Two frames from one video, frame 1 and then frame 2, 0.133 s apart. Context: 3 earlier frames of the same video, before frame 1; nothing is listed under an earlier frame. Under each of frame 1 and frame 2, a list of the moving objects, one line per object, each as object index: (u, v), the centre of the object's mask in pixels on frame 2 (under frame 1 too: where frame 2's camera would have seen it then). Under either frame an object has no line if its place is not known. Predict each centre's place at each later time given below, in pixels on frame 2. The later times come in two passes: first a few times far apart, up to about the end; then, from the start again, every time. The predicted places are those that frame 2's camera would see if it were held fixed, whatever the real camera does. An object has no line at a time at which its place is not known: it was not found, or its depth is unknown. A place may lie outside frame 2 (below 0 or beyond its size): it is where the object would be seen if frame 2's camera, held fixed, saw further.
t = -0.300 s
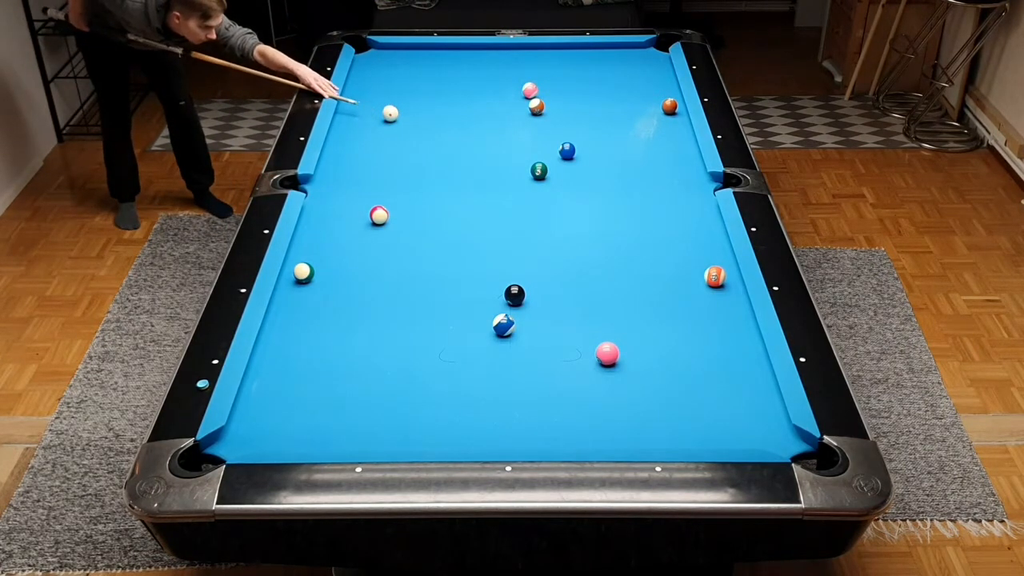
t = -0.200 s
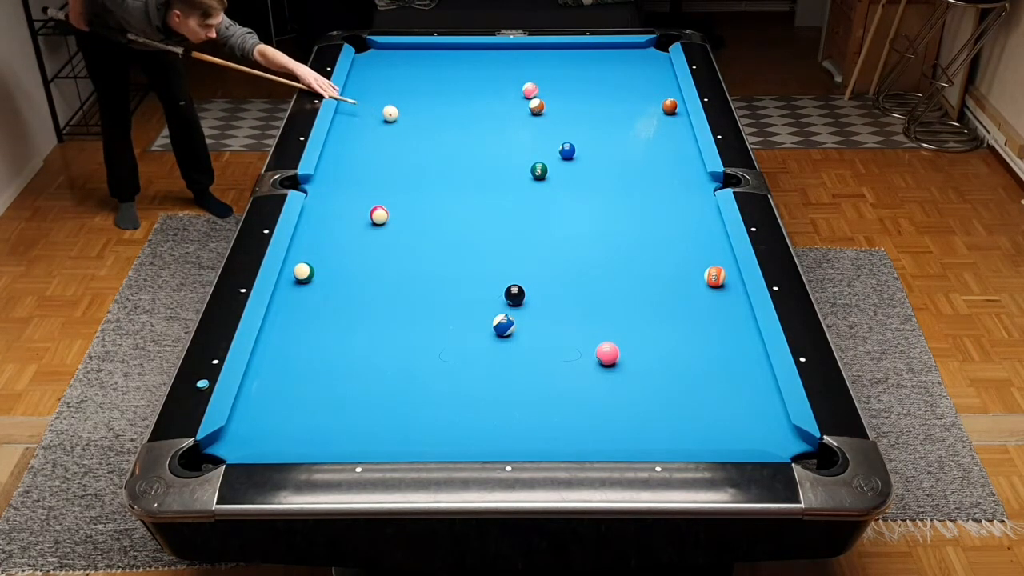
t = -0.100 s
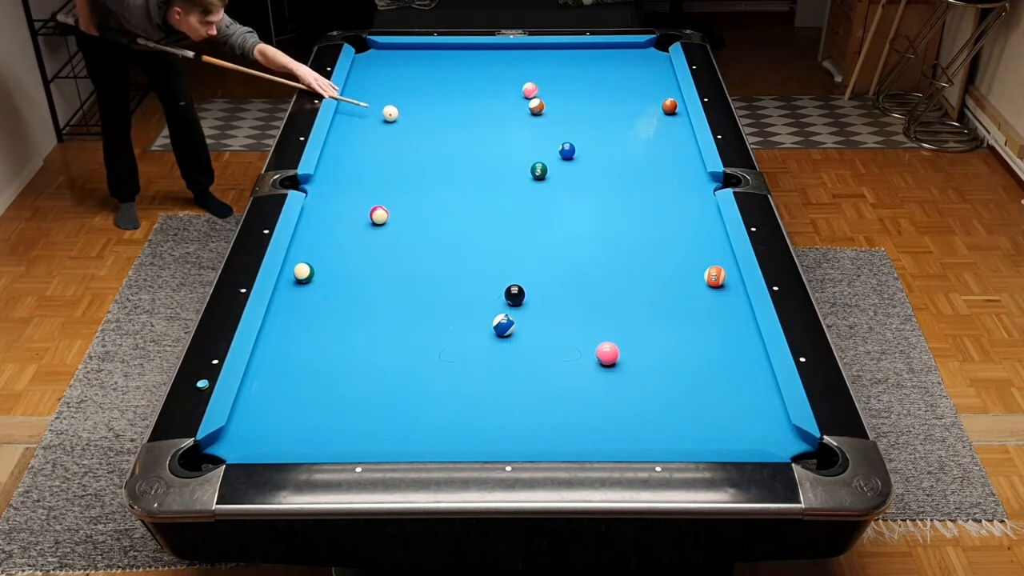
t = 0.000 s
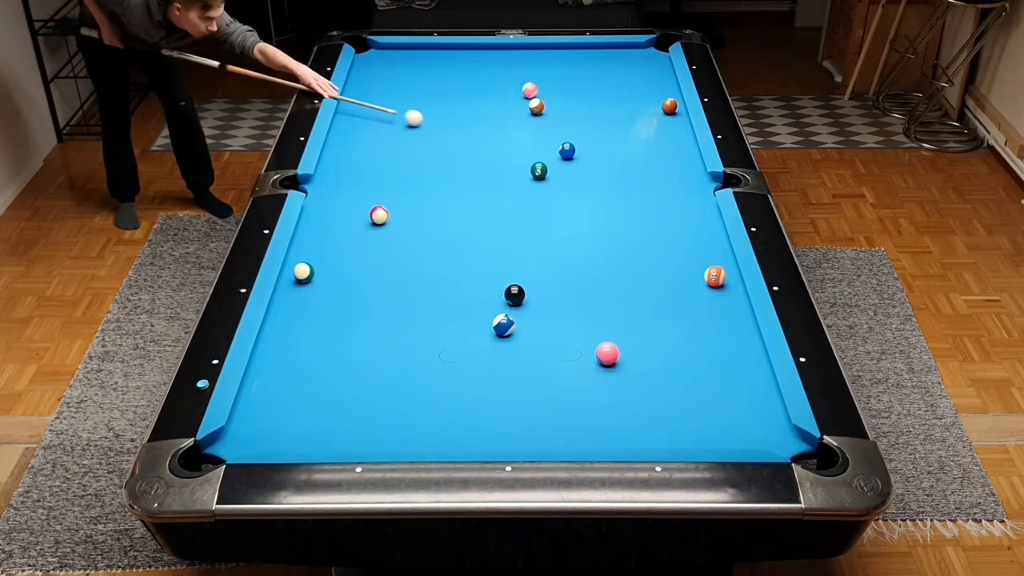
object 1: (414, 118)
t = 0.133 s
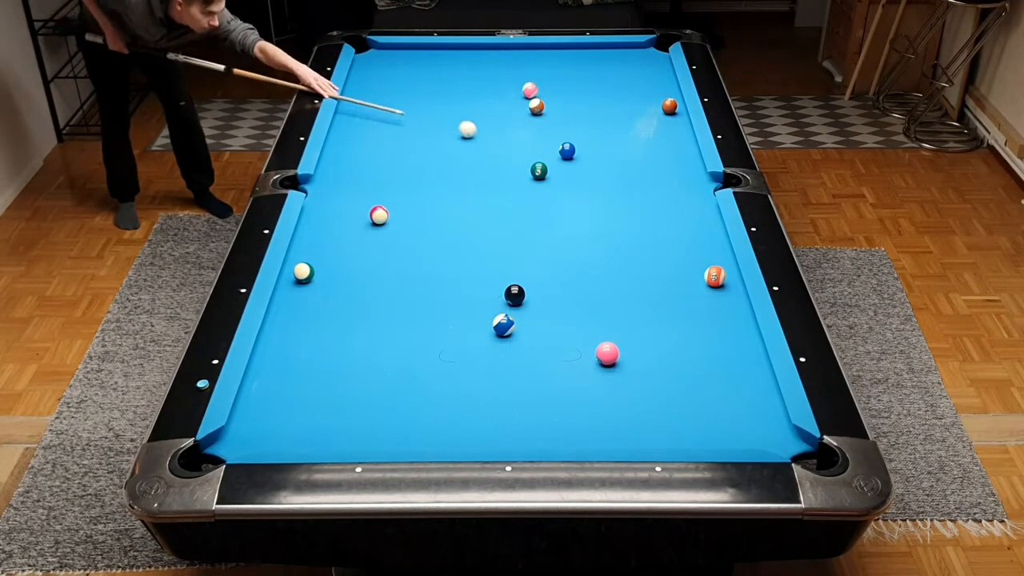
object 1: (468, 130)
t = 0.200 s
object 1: (493, 135)
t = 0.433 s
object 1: (556, 146)
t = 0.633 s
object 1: (577, 147)
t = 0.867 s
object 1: (602, 148)
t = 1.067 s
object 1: (623, 149)
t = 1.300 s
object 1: (646, 150)
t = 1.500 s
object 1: (665, 151)
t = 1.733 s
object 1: (686, 152)
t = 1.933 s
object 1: (686, 153)
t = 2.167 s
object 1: (676, 154)
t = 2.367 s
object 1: (668, 154)
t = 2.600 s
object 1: (660, 155)
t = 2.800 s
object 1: (654, 155)
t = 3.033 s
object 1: (648, 156)
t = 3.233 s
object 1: (644, 156)
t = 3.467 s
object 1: (641, 156)
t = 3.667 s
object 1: (638, 156)
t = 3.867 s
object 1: (637, 156)
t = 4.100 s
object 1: (637, 156)
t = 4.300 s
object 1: (637, 156)
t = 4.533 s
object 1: (637, 155)
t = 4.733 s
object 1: (637, 156)
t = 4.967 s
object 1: (637, 156)
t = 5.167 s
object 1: (637, 155)
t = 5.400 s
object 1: (637, 155)
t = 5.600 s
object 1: (637, 155)
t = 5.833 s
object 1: (637, 155)
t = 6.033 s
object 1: (637, 155)
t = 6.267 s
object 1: (637, 155)
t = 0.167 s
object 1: (480, 132)
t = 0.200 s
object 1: (493, 135)
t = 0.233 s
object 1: (506, 137)
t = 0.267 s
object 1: (519, 140)
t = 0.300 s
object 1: (532, 143)
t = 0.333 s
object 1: (545, 145)
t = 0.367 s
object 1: (553, 147)
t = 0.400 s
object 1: (555, 146)
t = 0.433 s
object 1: (556, 146)
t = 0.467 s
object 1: (559, 146)
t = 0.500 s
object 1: (562, 146)
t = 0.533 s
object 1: (566, 146)
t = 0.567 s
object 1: (570, 146)
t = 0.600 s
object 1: (573, 147)
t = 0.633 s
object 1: (577, 147)
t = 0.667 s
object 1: (581, 147)
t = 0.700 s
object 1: (584, 147)
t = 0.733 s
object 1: (588, 147)
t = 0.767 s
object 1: (591, 148)
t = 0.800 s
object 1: (595, 148)
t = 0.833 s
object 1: (599, 148)
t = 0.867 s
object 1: (602, 148)
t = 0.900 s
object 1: (606, 148)
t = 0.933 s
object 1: (609, 149)
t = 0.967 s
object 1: (613, 149)
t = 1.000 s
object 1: (616, 149)
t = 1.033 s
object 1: (619, 149)
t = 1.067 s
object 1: (623, 149)
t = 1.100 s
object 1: (626, 149)
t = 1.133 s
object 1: (630, 150)
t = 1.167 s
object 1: (633, 150)
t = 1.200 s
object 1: (636, 150)
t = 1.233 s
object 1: (639, 150)
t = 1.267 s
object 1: (643, 150)
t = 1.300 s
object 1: (646, 150)
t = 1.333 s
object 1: (649, 151)
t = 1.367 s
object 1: (653, 151)
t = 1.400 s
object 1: (656, 151)
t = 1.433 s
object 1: (659, 151)
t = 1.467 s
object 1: (662, 151)
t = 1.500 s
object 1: (665, 151)
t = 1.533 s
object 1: (668, 151)
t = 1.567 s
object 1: (671, 152)
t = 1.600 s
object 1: (674, 152)
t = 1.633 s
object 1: (677, 152)
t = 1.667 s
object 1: (680, 152)
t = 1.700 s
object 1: (683, 152)
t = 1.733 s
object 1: (686, 152)
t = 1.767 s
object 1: (689, 152)
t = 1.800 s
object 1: (692, 152)
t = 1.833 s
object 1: (691, 153)
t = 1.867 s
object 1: (689, 153)
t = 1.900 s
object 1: (688, 153)
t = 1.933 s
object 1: (686, 153)
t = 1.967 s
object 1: (684, 153)
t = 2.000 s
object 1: (683, 153)
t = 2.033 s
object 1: (682, 153)
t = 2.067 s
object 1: (680, 153)
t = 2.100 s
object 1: (679, 153)
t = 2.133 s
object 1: (677, 153)
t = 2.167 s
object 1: (676, 154)
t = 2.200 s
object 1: (675, 154)
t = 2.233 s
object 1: (673, 154)
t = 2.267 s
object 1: (672, 154)
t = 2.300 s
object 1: (671, 154)
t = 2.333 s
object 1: (669, 154)
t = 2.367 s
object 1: (668, 154)
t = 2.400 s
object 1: (667, 154)
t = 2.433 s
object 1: (666, 154)
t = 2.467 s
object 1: (665, 154)
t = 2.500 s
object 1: (664, 154)
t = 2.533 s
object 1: (662, 154)
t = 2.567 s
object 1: (661, 155)
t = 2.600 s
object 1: (660, 155)
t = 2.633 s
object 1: (659, 155)
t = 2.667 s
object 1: (658, 155)
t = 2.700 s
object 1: (657, 155)
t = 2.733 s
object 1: (656, 155)
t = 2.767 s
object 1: (655, 155)
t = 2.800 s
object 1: (654, 155)
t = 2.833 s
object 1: (653, 155)
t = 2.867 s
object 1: (652, 155)
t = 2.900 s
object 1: (651, 155)
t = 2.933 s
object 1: (651, 155)
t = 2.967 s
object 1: (650, 155)
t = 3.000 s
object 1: (649, 155)
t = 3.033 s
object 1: (648, 156)
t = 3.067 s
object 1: (648, 156)
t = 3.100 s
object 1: (647, 156)
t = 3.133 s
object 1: (646, 156)
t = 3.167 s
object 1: (645, 156)
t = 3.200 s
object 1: (645, 156)
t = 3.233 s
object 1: (644, 156)
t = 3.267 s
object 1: (643, 156)
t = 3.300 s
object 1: (643, 156)
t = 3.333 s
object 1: (642, 156)
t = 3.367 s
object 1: (642, 156)
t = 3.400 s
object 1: (641, 156)
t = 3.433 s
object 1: (641, 156)
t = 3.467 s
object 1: (641, 156)
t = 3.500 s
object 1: (640, 156)
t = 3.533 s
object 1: (640, 156)
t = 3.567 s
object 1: (639, 156)
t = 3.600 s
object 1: (639, 156)
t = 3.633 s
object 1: (638, 156)
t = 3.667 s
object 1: (638, 156)
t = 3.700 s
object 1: (638, 156)
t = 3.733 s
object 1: (638, 156)
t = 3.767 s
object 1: (638, 156)
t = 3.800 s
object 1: (638, 156)
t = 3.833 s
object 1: (637, 156)
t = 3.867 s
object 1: (637, 156)
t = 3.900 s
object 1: (637, 156)
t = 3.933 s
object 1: (637, 156)
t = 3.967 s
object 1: (637, 156)
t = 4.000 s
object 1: (637, 156)
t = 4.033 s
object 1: (637, 156)
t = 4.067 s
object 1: (637, 156)
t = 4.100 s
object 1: (637, 156)
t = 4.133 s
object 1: (637, 156)
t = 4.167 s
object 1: (637, 156)
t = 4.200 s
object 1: (637, 156)
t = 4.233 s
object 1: (637, 156)
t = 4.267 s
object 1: (637, 156)
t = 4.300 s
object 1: (637, 156)
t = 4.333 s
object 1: (637, 156)
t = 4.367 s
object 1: (637, 156)
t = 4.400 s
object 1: (637, 155)
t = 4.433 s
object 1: (637, 155)
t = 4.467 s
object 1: (637, 155)
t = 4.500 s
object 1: (637, 156)
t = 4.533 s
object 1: (637, 155)
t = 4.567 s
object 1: (637, 156)
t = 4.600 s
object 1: (637, 155)
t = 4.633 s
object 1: (637, 156)
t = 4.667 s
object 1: (637, 156)
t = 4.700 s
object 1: (637, 156)
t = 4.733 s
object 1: (637, 156)
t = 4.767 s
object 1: (637, 155)
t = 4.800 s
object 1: (637, 156)
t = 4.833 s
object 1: (637, 156)
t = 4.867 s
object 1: (637, 156)
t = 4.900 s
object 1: (637, 156)
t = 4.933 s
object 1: (637, 156)
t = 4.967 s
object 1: (637, 156)
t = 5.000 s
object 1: (637, 156)
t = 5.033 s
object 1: (637, 156)
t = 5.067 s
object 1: (637, 156)
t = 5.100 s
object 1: (637, 155)
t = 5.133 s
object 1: (637, 155)
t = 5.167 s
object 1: (637, 155)
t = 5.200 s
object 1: (637, 155)
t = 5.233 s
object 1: (637, 155)
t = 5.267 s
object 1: (637, 155)
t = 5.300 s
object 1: (637, 156)
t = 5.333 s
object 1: (637, 155)
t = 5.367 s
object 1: (637, 155)
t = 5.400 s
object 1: (637, 155)
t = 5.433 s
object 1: (637, 155)
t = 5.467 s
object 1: (637, 156)
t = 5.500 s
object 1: (637, 156)
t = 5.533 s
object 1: (637, 155)
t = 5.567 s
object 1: (637, 155)
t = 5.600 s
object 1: (637, 155)
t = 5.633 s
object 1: (637, 156)
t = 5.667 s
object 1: (637, 155)
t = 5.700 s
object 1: (637, 155)
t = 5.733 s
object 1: (637, 155)
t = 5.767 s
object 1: (637, 155)
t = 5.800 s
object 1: (637, 155)
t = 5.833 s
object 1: (637, 155)
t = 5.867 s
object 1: (637, 155)
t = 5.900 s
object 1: (637, 155)
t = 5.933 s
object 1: (637, 155)
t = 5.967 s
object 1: (637, 155)
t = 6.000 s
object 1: (637, 155)
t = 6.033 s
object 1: (637, 155)
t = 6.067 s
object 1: (637, 155)
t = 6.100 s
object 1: (637, 155)
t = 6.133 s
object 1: (637, 155)
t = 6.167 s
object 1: (637, 155)
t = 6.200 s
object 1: (637, 155)
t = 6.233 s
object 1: (637, 155)
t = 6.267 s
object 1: (637, 155)
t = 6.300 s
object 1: (637, 155)
